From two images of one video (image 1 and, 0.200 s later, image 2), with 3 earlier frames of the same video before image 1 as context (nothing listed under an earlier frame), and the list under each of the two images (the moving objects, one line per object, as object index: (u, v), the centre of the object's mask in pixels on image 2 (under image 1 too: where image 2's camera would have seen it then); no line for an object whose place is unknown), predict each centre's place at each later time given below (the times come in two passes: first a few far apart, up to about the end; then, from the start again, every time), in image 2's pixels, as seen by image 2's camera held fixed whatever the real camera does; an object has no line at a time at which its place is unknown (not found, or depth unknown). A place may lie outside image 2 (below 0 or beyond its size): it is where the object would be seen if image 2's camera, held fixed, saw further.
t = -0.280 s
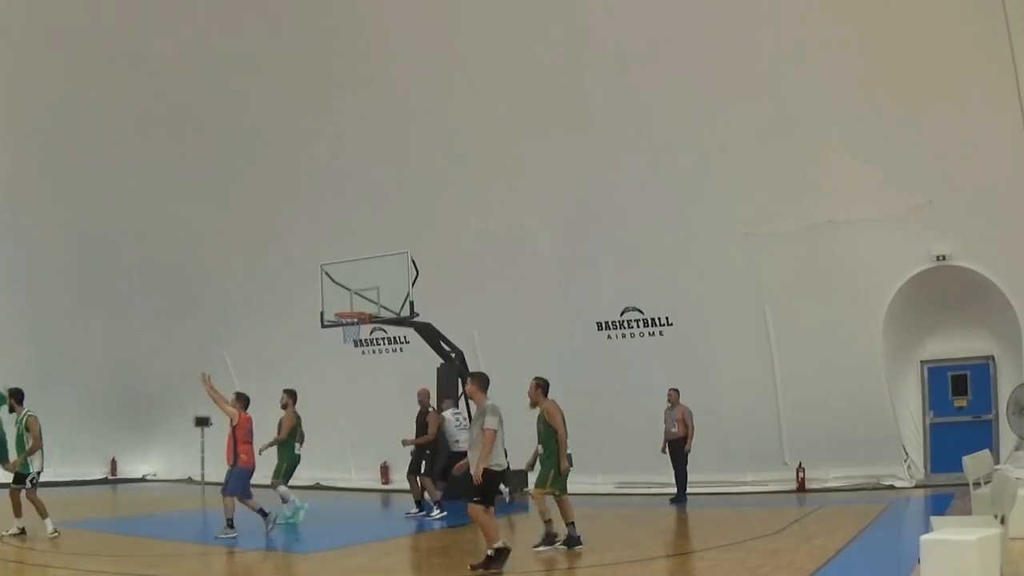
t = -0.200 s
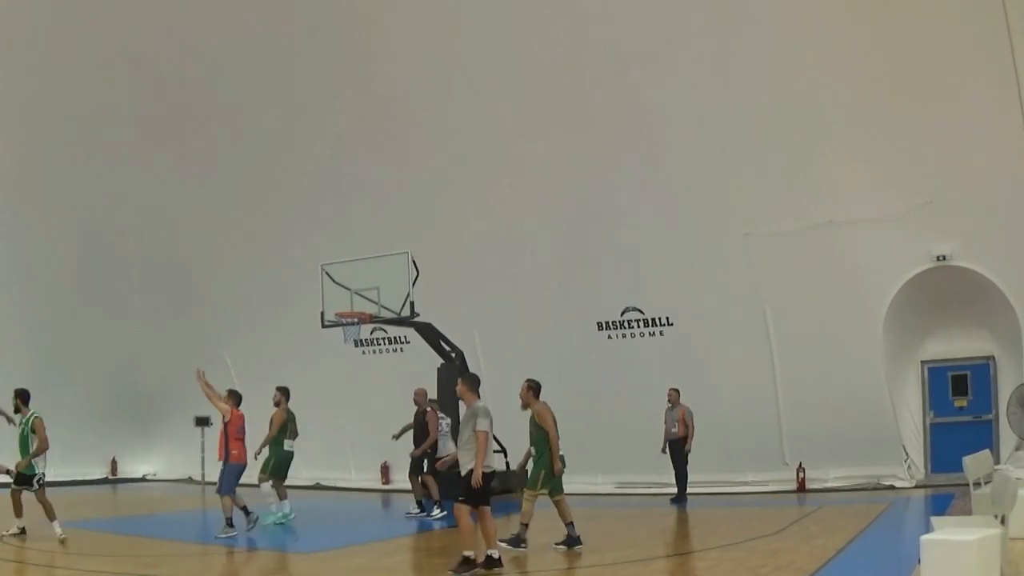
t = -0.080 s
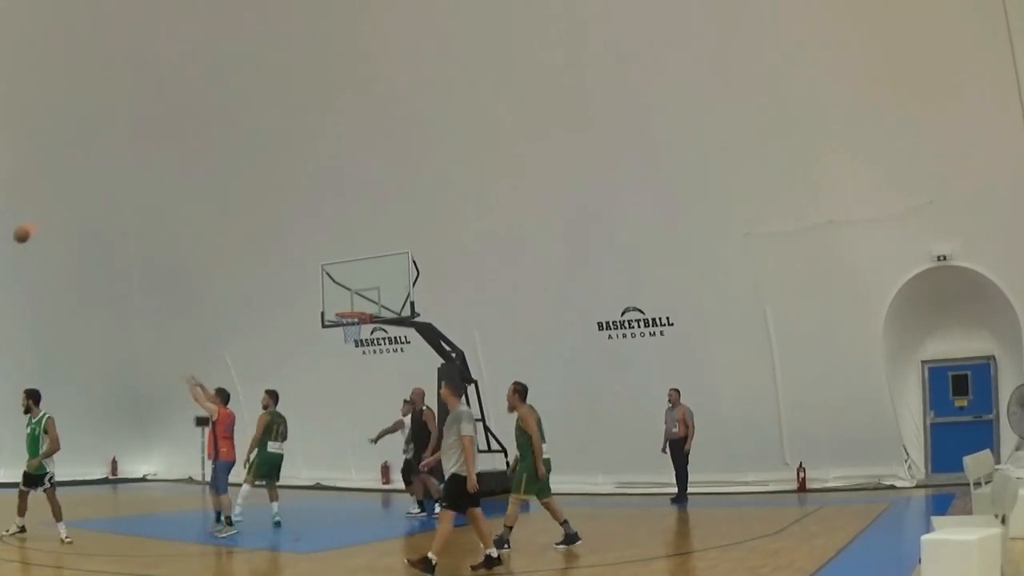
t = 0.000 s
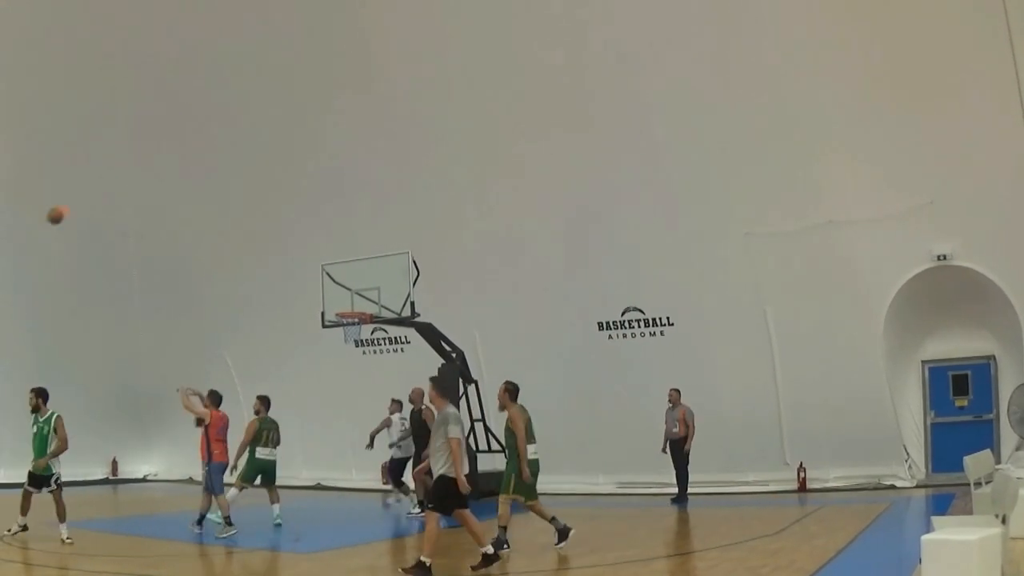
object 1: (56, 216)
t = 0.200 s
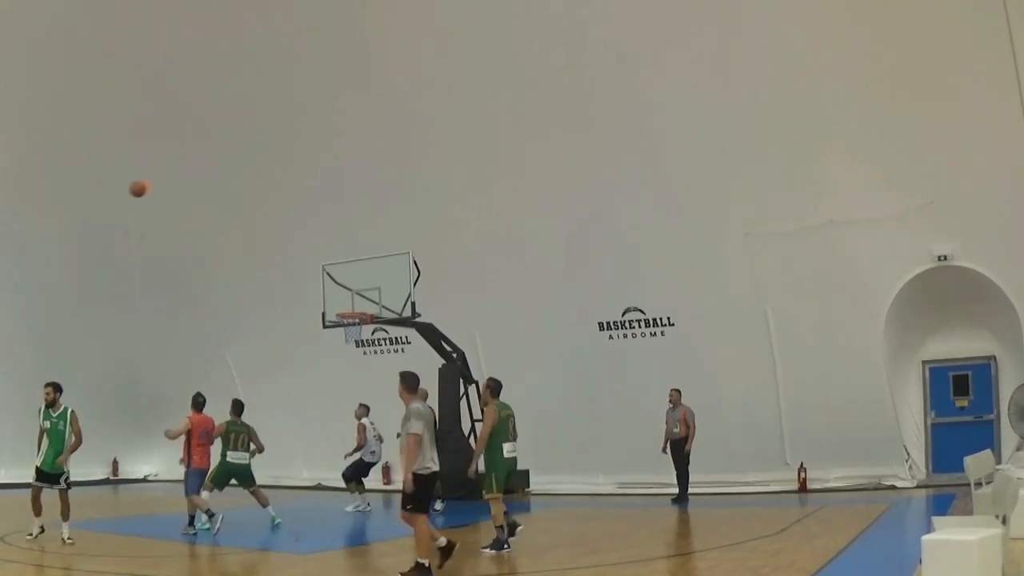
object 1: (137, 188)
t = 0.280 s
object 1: (169, 186)
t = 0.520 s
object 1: (261, 203)
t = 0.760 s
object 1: (349, 255)
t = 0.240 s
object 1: (153, 187)
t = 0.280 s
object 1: (169, 186)
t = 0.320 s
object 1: (186, 186)
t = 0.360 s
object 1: (201, 187)
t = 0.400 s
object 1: (216, 189)
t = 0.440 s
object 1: (231, 193)
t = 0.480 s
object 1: (246, 197)
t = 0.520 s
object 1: (261, 203)
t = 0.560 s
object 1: (276, 209)
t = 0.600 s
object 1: (292, 216)
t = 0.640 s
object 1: (306, 225)
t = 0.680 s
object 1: (320, 234)
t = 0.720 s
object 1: (335, 244)
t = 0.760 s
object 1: (349, 255)
